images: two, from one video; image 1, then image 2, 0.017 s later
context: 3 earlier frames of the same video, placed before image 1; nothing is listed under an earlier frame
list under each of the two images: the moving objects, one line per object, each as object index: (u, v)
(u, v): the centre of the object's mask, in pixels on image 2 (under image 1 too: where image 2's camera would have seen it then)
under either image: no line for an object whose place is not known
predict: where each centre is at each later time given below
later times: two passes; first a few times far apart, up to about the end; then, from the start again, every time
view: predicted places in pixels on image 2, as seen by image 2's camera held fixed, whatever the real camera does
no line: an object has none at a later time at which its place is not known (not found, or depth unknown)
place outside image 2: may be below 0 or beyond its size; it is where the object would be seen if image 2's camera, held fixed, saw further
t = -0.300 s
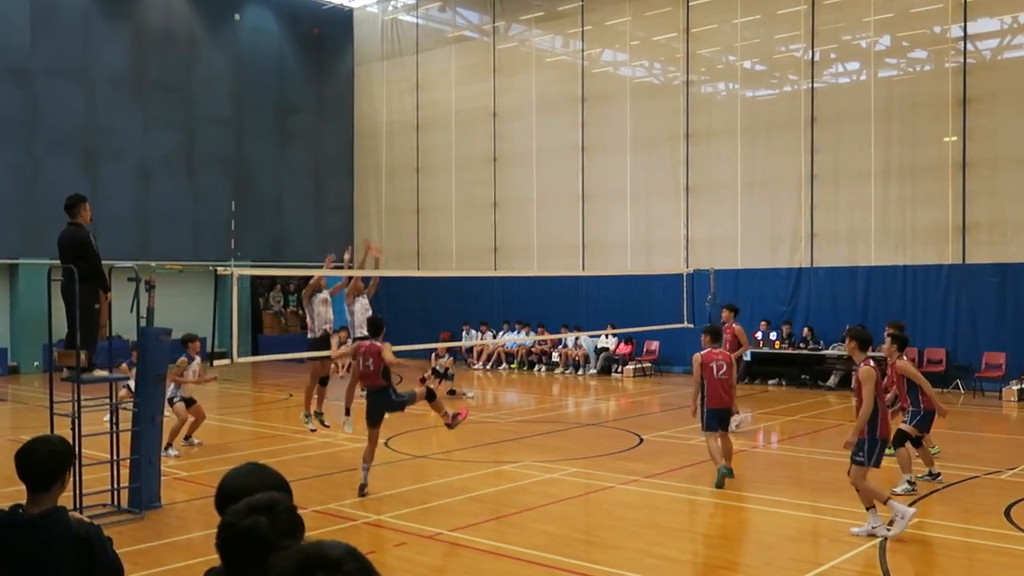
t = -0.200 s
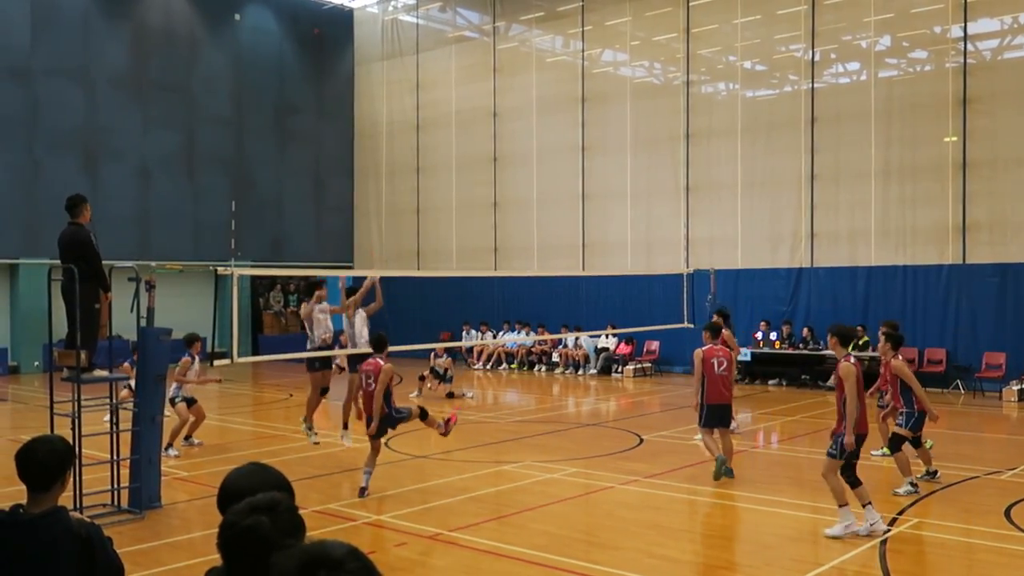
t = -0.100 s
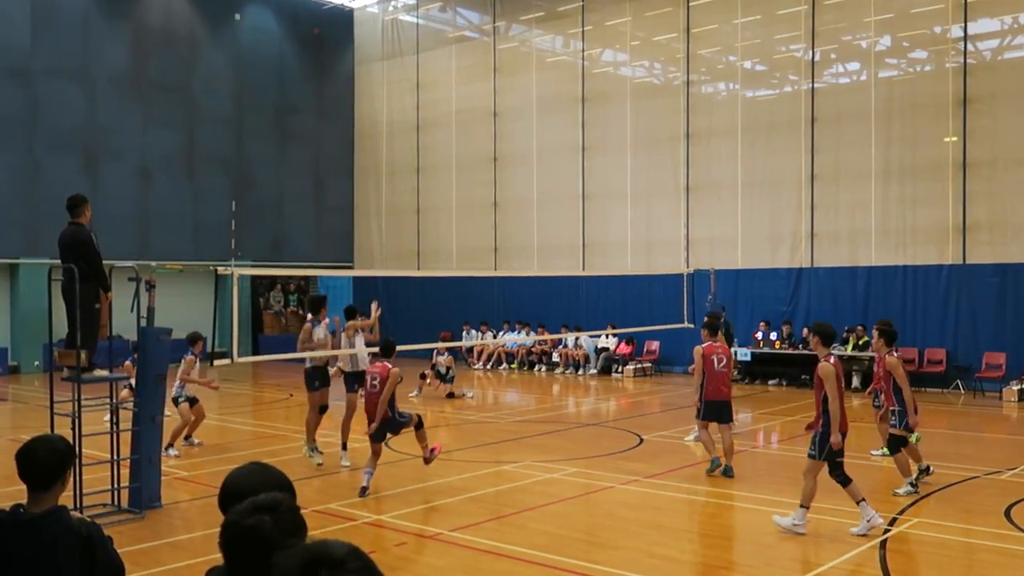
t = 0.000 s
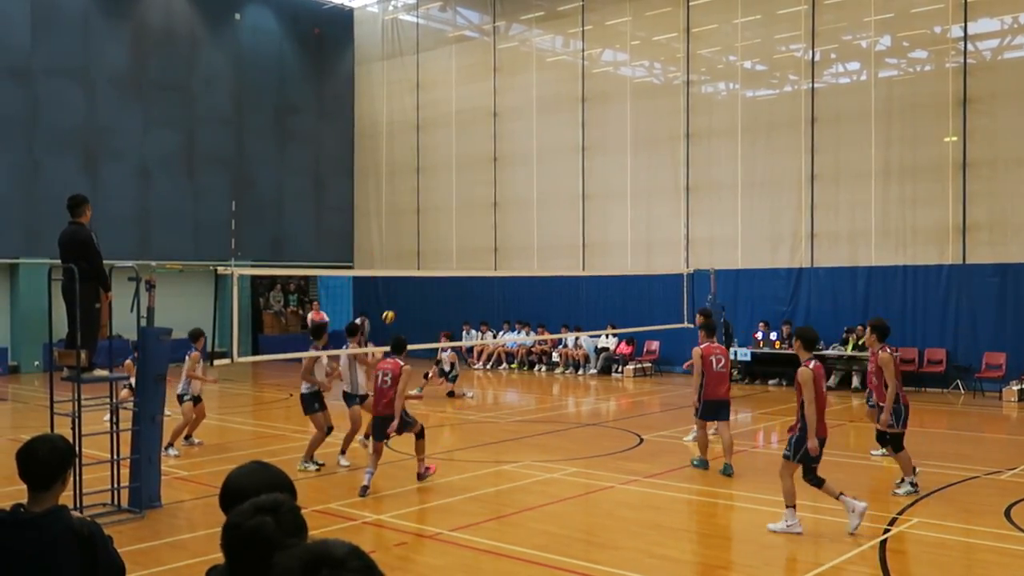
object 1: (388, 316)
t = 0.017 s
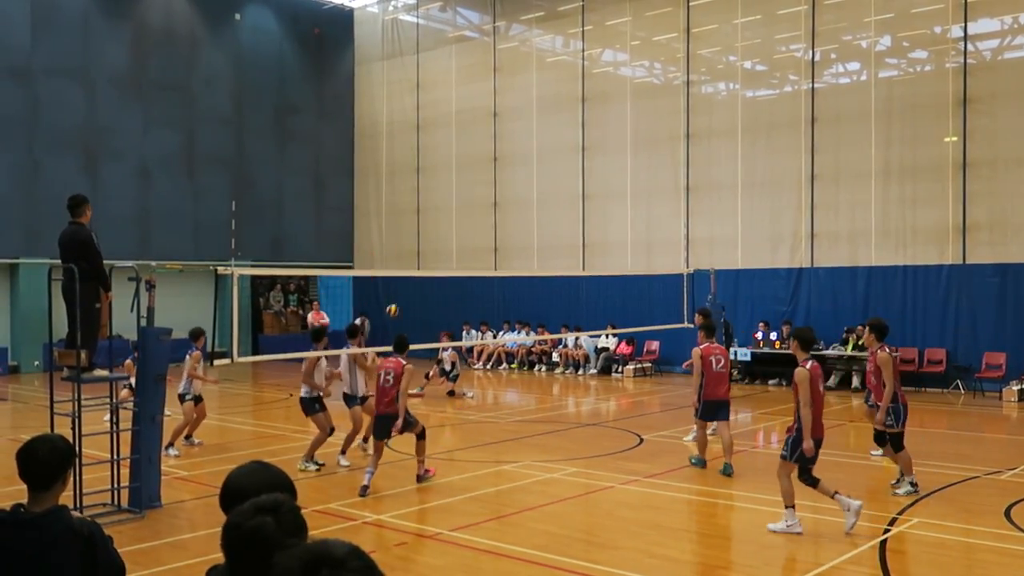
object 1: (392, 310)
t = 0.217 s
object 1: (440, 243)
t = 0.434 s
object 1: (494, 189)
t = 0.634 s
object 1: (549, 160)
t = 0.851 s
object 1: (609, 151)
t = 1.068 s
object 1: (674, 170)
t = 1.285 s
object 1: (745, 220)
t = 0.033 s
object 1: (396, 304)
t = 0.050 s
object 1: (400, 298)
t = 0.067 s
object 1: (404, 292)
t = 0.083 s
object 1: (408, 287)
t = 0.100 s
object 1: (412, 281)
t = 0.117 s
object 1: (415, 278)
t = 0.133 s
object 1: (420, 266)
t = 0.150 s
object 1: (424, 264)
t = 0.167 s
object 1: (428, 258)
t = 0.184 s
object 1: (432, 253)
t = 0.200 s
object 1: (436, 249)
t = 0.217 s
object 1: (440, 243)
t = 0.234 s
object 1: (444, 238)
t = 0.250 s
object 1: (448, 234)
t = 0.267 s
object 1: (453, 229)
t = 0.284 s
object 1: (456, 224)
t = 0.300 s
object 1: (461, 220)
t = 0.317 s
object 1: (465, 216)
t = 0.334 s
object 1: (469, 213)
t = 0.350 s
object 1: (474, 208)
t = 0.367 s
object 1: (478, 204)
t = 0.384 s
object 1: (482, 202)
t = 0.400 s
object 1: (486, 197)
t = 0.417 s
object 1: (490, 193)
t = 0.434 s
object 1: (494, 189)
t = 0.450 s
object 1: (499, 186)
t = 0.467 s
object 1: (503, 183)
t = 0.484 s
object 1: (508, 181)
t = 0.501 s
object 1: (512, 178)
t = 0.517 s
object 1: (517, 175)
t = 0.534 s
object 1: (521, 173)
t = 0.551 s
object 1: (526, 170)
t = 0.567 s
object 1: (530, 168)
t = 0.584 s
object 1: (534, 166)
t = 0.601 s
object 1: (539, 164)
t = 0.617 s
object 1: (543, 162)
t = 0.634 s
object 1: (549, 160)
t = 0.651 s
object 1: (553, 159)
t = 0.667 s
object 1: (557, 157)
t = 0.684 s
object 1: (562, 156)
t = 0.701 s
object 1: (566, 155)
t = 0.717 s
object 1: (571, 154)
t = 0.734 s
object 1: (576, 153)
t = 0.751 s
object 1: (580, 153)
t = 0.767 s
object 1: (585, 152)
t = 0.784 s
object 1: (590, 151)
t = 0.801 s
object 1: (595, 152)
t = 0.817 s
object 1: (599, 151)
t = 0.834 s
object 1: (604, 152)
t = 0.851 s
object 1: (609, 151)
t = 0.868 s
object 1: (614, 152)
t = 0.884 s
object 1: (619, 153)
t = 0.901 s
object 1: (624, 154)
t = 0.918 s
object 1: (629, 154)
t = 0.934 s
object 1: (634, 155)
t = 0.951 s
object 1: (639, 157)
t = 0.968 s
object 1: (644, 158)
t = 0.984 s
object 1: (649, 160)
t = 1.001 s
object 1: (653, 162)
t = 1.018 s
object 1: (659, 164)
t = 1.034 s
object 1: (664, 166)
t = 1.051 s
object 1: (670, 168)
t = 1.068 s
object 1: (674, 170)
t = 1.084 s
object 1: (680, 173)
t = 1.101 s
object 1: (685, 175)
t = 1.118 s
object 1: (690, 179)
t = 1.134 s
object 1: (695, 183)
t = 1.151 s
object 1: (701, 186)
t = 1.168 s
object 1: (706, 189)
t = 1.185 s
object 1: (712, 193)
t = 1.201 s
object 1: (717, 197)
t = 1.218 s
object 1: (723, 201)
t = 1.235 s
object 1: (728, 206)
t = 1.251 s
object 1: (733, 210)
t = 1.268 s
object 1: (738, 215)
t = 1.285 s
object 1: (745, 220)
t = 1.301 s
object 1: (750, 225)
